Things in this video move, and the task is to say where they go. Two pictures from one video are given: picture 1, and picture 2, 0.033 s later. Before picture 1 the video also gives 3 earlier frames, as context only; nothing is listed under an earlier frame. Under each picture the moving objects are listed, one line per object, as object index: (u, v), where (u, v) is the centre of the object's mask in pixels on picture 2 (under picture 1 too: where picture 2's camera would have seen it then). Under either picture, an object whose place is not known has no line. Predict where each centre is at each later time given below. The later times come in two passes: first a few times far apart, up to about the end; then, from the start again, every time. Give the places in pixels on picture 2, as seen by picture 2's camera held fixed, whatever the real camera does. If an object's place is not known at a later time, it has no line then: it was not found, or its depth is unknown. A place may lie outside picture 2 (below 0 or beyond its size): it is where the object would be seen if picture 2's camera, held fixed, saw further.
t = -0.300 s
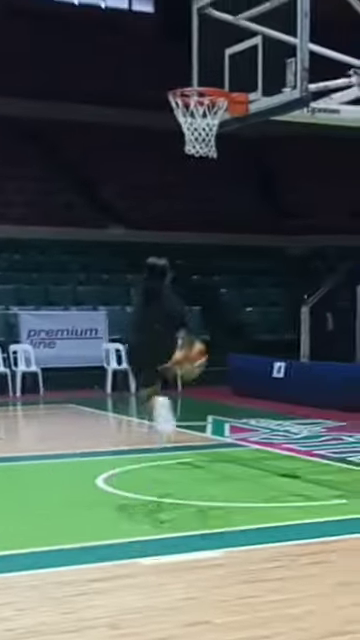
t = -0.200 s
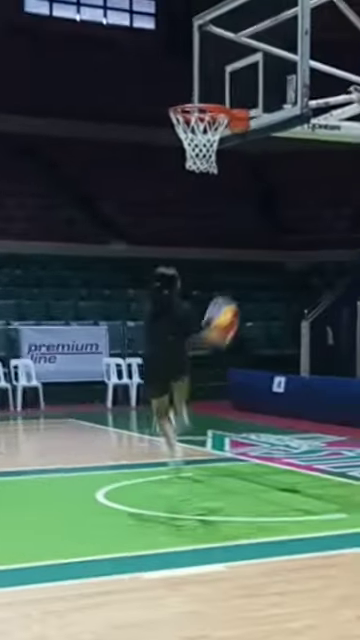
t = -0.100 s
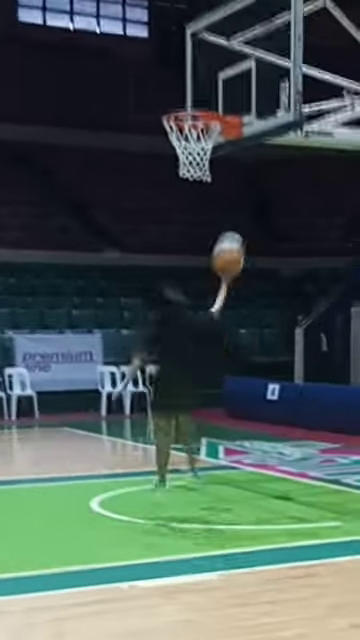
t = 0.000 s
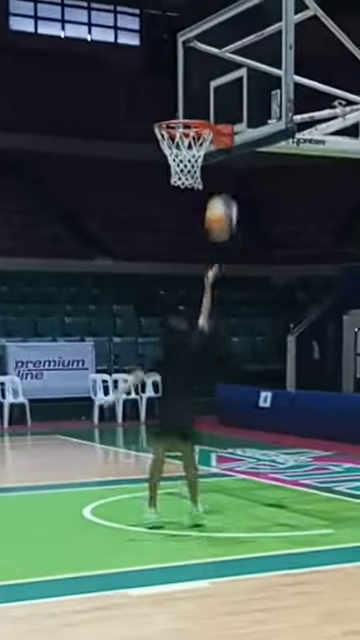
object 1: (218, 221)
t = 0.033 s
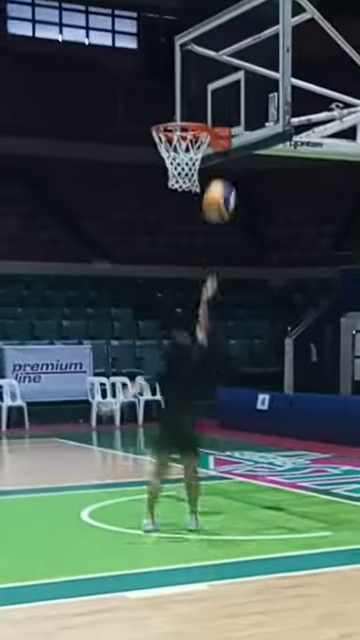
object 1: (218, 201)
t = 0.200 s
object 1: (222, 130)
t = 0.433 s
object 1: (220, 89)
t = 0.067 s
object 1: (219, 182)
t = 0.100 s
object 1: (219, 167)
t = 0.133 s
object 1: (221, 151)
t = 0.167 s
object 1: (222, 139)
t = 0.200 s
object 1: (222, 130)
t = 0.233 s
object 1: (220, 117)
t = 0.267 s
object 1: (223, 108)
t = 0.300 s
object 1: (223, 104)
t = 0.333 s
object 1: (223, 98)
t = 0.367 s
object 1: (223, 95)
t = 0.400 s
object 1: (223, 93)
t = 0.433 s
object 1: (220, 89)
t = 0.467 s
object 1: (216, 87)
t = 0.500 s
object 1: (211, 88)
